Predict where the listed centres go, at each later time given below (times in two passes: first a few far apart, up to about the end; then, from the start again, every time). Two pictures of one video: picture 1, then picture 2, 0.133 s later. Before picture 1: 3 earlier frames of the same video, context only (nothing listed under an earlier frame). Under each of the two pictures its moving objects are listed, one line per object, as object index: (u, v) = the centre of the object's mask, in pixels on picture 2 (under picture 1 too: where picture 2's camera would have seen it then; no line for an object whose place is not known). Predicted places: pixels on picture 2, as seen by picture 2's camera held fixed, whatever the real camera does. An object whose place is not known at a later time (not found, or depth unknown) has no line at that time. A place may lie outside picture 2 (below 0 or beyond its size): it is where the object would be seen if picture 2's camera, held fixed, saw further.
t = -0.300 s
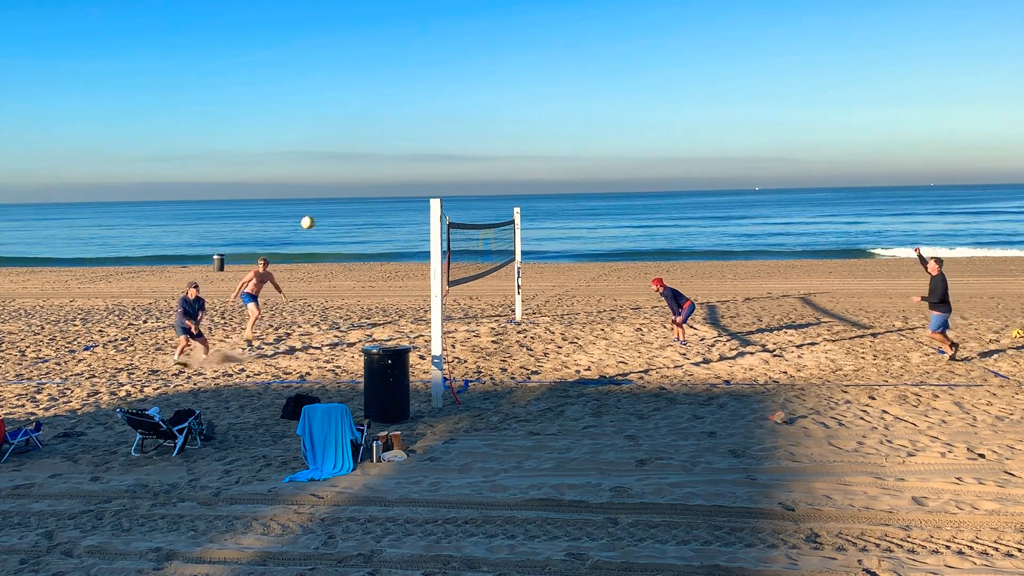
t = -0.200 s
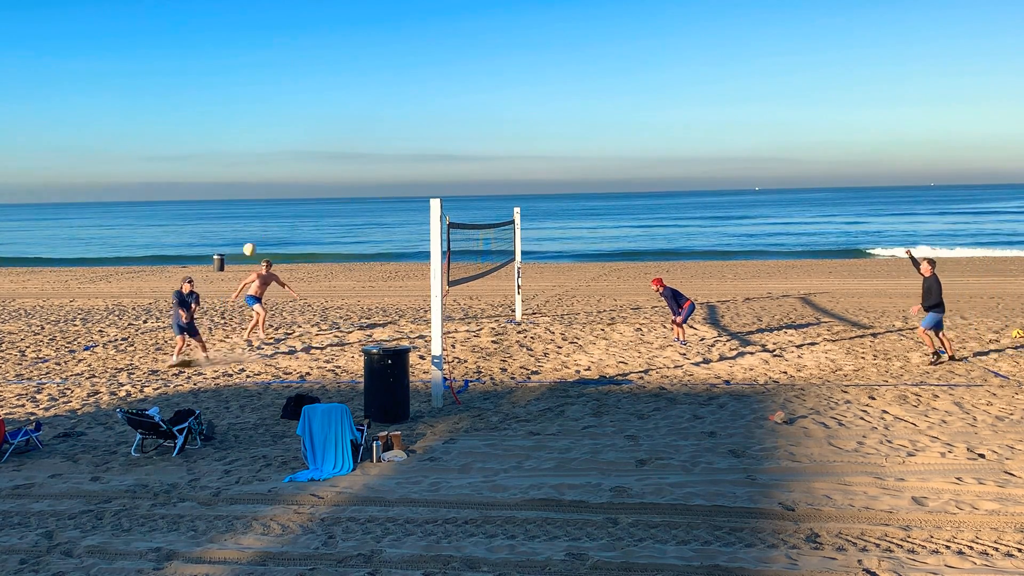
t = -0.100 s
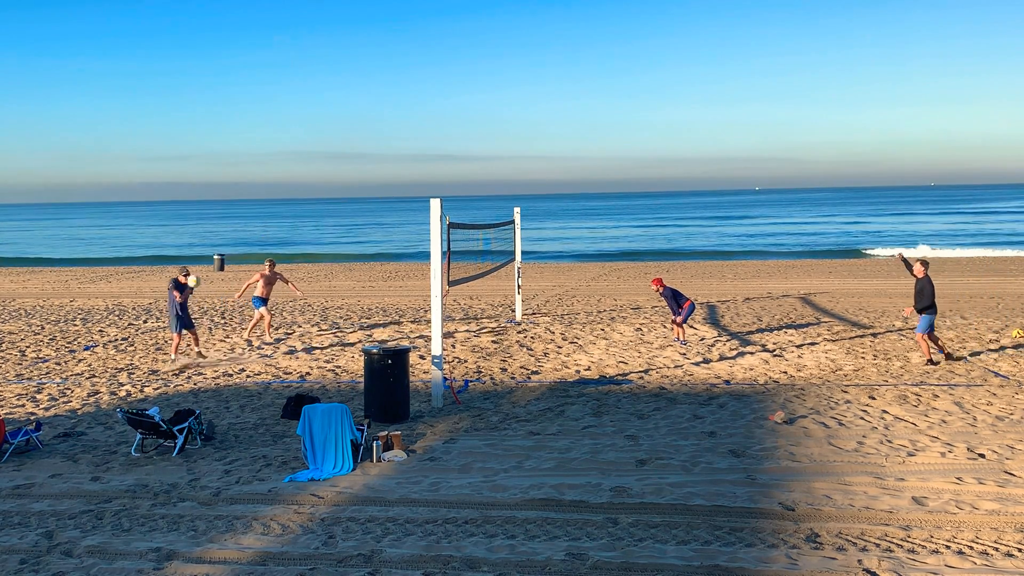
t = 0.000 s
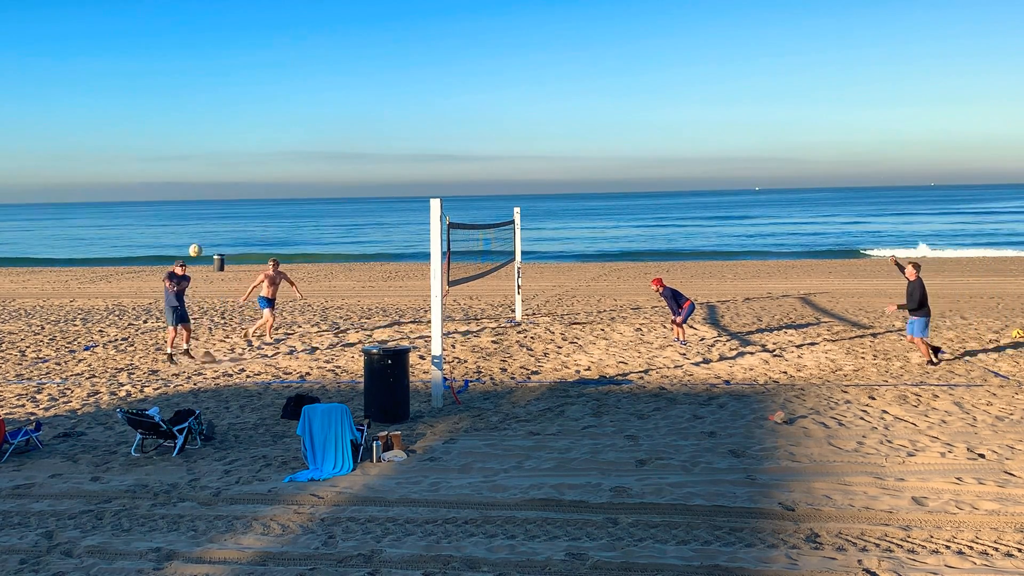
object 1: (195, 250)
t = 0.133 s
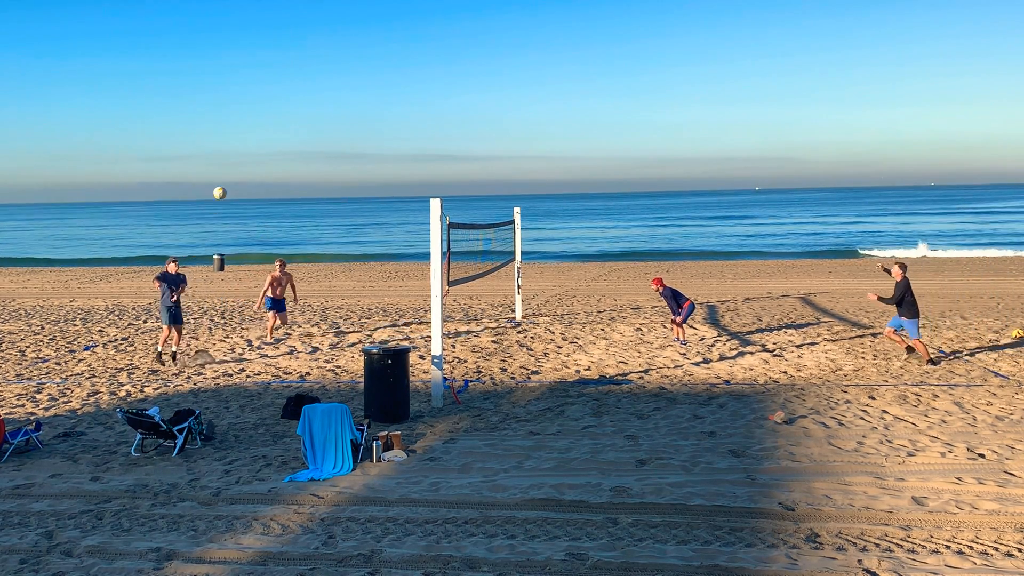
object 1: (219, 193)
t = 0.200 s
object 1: (232, 169)
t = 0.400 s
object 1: (268, 114)
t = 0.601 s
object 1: (302, 84)
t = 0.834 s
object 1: (342, 77)
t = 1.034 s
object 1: (375, 94)
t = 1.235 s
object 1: (406, 131)
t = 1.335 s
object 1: (421, 156)
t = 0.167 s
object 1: (226, 180)
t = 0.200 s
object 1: (232, 169)
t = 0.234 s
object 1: (238, 158)
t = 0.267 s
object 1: (244, 148)
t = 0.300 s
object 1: (250, 138)
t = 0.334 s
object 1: (256, 129)
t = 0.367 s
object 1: (262, 121)
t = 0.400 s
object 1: (268, 114)
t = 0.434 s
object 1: (274, 107)
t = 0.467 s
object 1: (280, 101)
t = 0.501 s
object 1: (285, 96)
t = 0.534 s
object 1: (291, 91)
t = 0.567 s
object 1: (297, 87)
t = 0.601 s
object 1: (302, 84)
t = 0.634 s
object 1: (308, 81)
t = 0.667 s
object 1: (314, 78)
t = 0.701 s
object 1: (320, 77)
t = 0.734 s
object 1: (325, 76)
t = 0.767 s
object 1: (331, 75)
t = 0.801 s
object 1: (337, 76)
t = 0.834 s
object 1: (342, 77)
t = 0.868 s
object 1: (348, 78)
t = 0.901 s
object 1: (353, 80)
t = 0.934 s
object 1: (358, 83)
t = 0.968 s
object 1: (364, 86)
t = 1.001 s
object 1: (369, 90)
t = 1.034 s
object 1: (375, 94)
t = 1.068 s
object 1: (380, 99)
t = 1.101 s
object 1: (385, 105)
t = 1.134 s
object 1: (391, 110)
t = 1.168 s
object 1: (396, 117)
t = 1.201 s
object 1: (401, 124)
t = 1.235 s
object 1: (406, 131)
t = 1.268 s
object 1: (411, 139)
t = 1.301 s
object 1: (416, 147)
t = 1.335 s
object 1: (421, 156)
